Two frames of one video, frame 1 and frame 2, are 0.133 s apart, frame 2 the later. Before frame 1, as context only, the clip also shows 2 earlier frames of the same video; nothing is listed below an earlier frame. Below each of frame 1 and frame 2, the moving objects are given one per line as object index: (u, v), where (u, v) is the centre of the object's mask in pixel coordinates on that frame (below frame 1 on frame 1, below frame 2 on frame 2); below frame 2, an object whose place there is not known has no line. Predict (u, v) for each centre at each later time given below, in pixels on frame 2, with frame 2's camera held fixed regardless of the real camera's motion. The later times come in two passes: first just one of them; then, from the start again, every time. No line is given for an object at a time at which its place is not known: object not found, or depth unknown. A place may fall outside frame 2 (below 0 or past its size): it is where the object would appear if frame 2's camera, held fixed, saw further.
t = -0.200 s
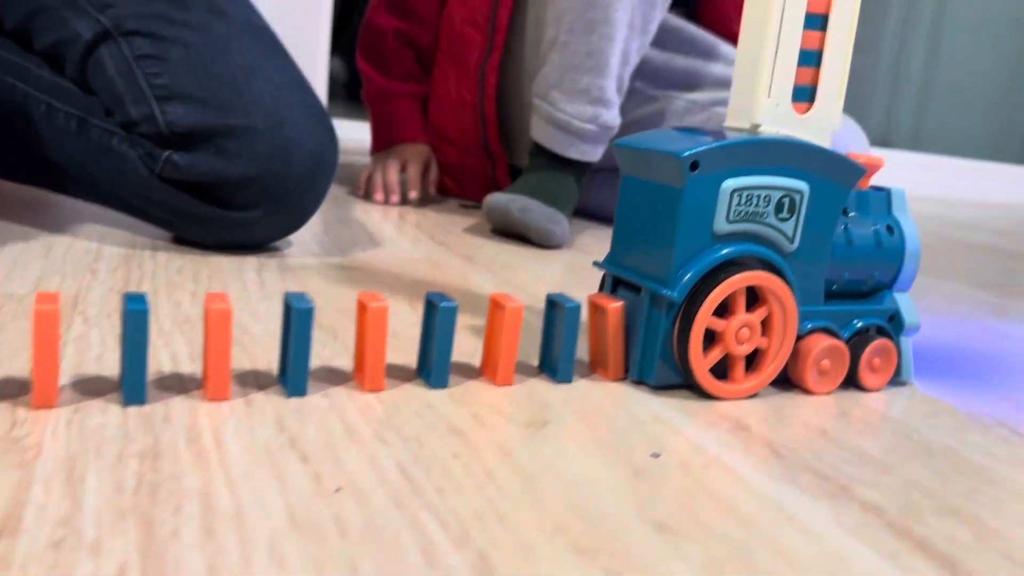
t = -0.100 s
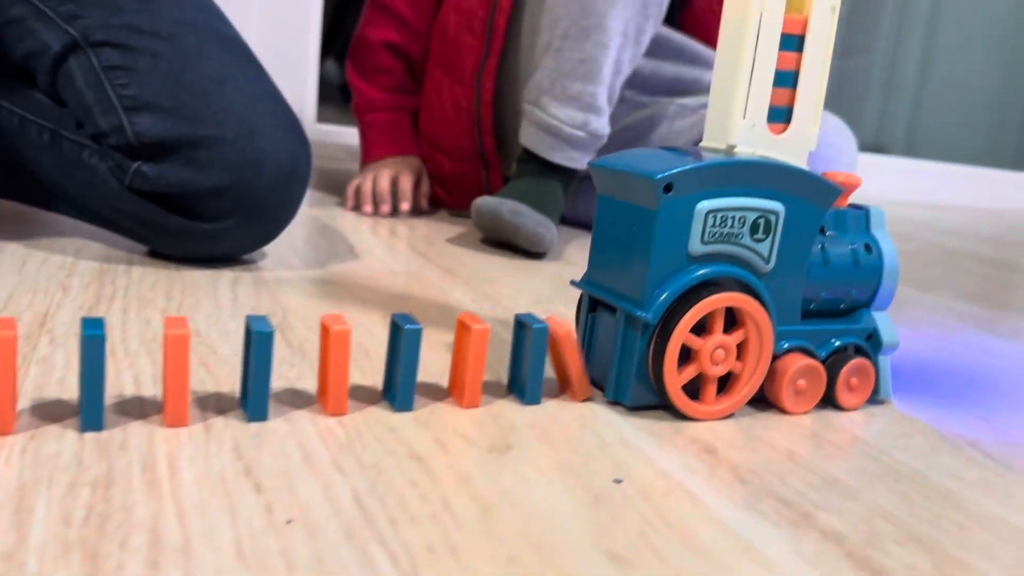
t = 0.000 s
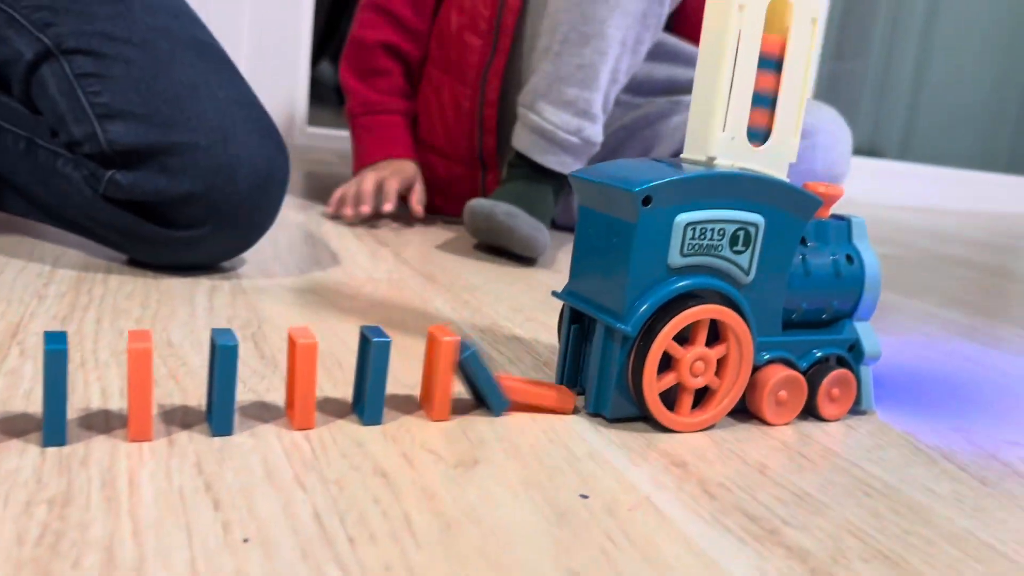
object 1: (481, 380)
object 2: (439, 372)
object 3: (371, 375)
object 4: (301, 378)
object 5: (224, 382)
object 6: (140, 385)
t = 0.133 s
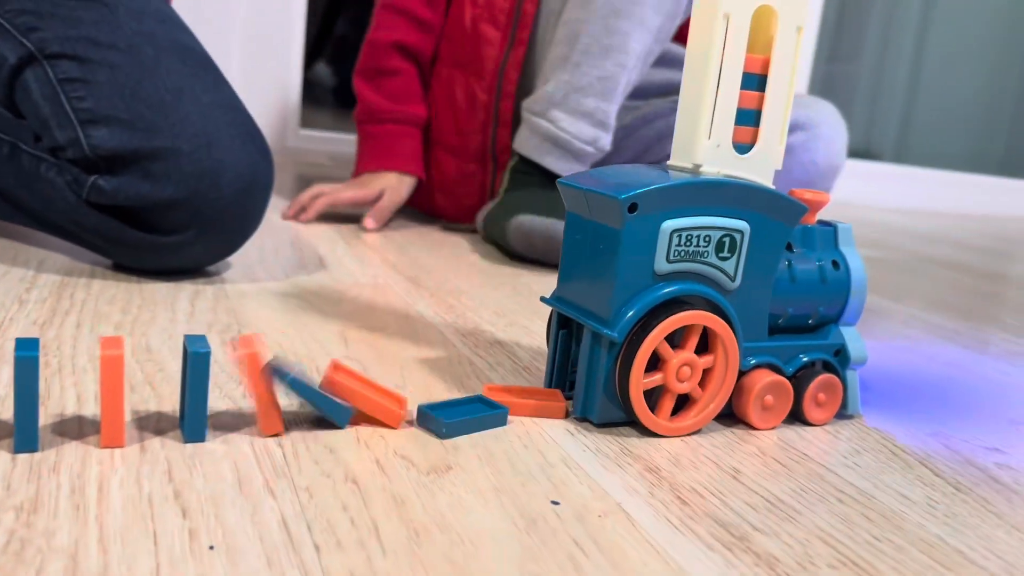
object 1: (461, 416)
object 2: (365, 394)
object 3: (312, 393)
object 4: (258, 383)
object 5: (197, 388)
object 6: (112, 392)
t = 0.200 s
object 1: (466, 418)
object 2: (370, 398)
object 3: (301, 410)
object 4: (219, 404)
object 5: (158, 394)
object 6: (102, 388)
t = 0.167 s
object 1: (465, 418)
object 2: (366, 398)
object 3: (299, 405)
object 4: (233, 392)
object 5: (184, 392)
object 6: (112, 392)
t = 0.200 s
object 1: (466, 418)
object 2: (370, 398)
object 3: (301, 410)
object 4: (219, 404)
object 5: (158, 394)
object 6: (102, 388)
